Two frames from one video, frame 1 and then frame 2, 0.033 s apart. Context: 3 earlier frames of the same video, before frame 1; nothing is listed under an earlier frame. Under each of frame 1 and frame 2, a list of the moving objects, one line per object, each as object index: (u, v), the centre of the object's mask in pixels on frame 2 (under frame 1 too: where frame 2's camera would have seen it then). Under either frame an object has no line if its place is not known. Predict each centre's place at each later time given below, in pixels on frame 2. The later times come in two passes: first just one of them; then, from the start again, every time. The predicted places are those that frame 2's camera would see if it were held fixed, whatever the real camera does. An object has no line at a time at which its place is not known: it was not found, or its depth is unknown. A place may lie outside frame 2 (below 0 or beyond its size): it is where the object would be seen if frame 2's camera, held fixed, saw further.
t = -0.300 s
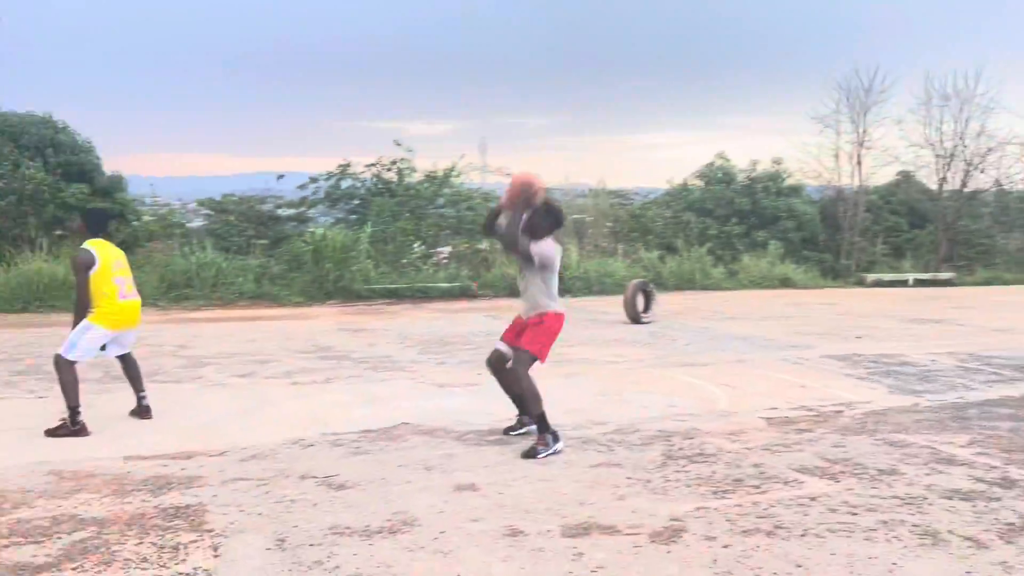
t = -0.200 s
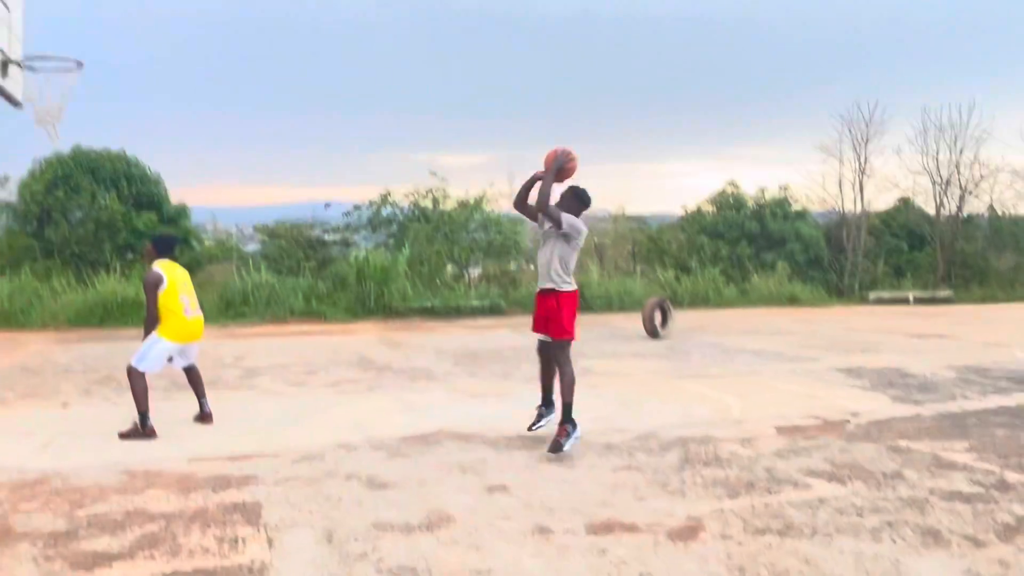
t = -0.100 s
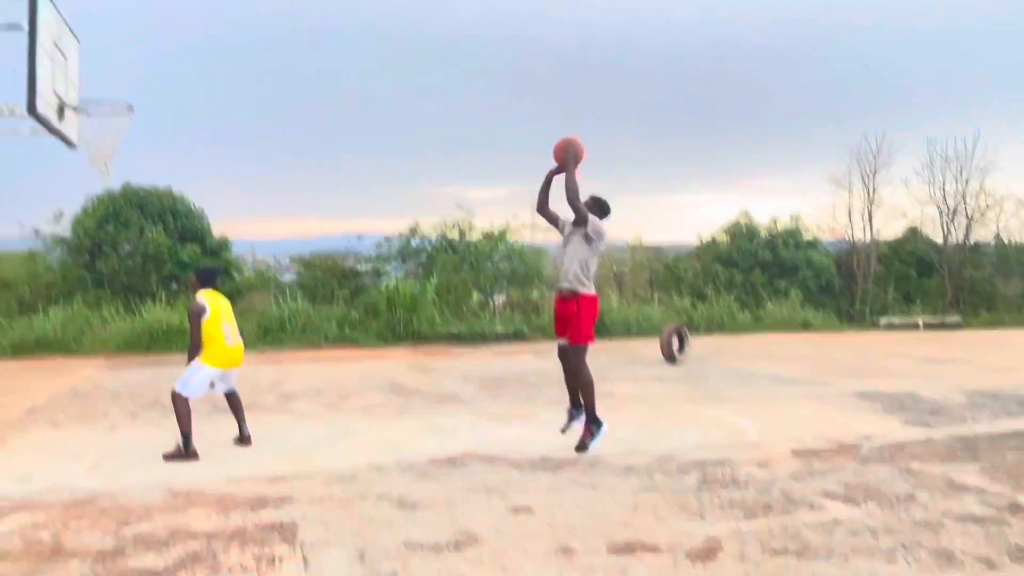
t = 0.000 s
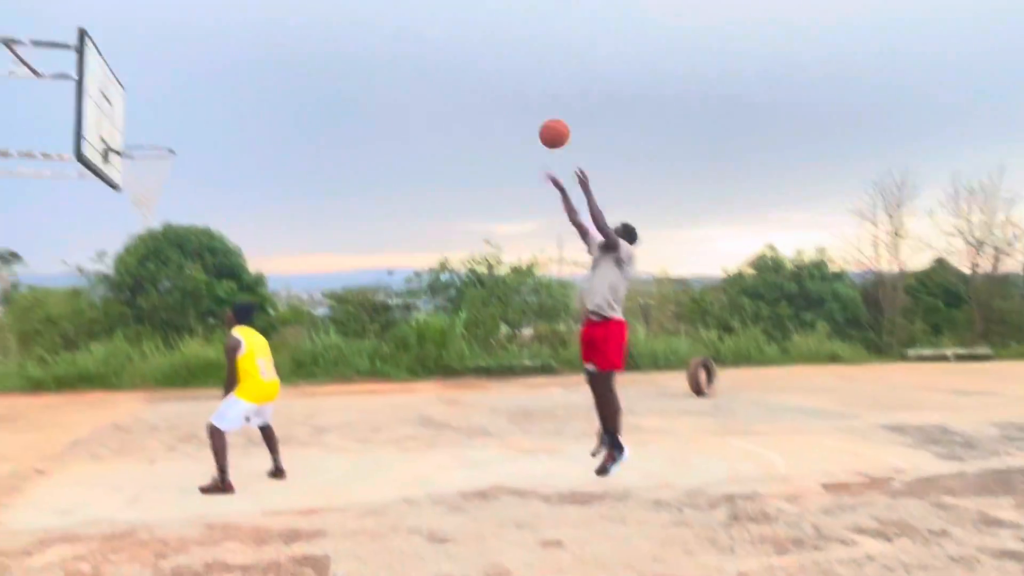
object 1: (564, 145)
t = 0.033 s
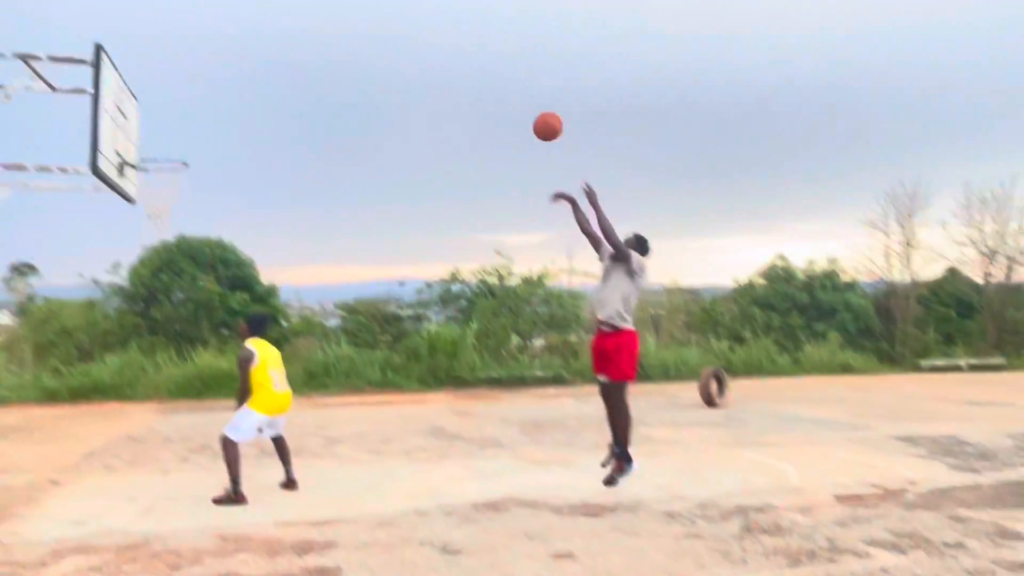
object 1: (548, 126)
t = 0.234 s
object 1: (452, 51)
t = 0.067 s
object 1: (531, 110)
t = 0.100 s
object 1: (515, 95)
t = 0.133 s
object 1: (499, 81)
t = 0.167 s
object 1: (483, 70)
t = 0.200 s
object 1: (467, 60)
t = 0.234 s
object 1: (452, 51)
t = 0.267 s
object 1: (437, 44)
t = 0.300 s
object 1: (422, 37)
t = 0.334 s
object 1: (408, 32)
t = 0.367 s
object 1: (393, 29)
